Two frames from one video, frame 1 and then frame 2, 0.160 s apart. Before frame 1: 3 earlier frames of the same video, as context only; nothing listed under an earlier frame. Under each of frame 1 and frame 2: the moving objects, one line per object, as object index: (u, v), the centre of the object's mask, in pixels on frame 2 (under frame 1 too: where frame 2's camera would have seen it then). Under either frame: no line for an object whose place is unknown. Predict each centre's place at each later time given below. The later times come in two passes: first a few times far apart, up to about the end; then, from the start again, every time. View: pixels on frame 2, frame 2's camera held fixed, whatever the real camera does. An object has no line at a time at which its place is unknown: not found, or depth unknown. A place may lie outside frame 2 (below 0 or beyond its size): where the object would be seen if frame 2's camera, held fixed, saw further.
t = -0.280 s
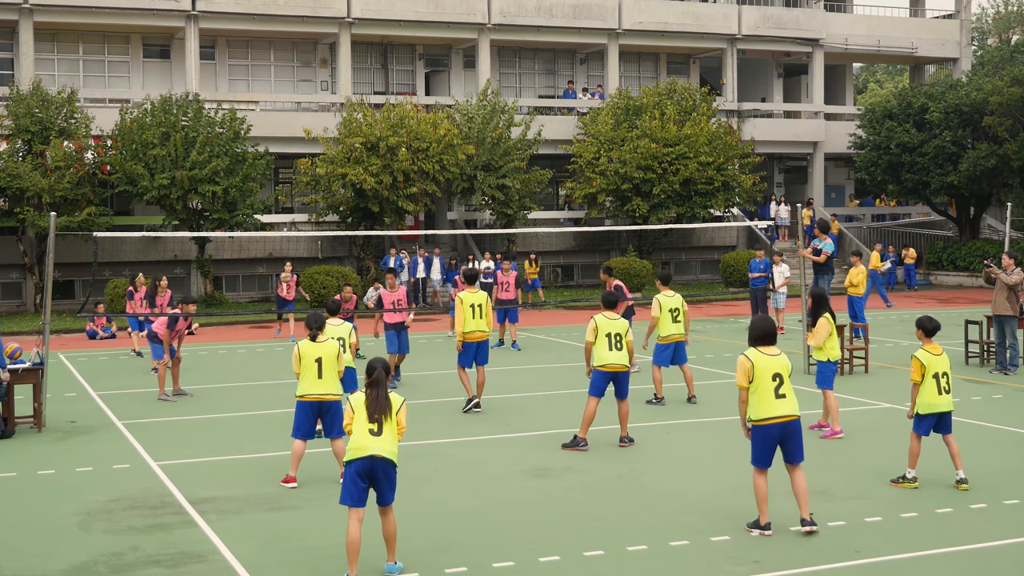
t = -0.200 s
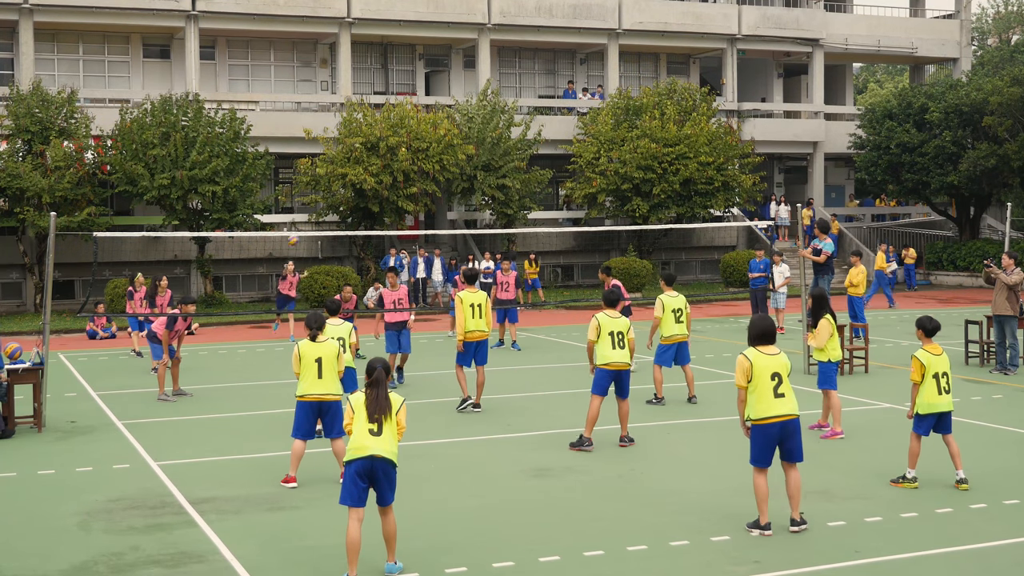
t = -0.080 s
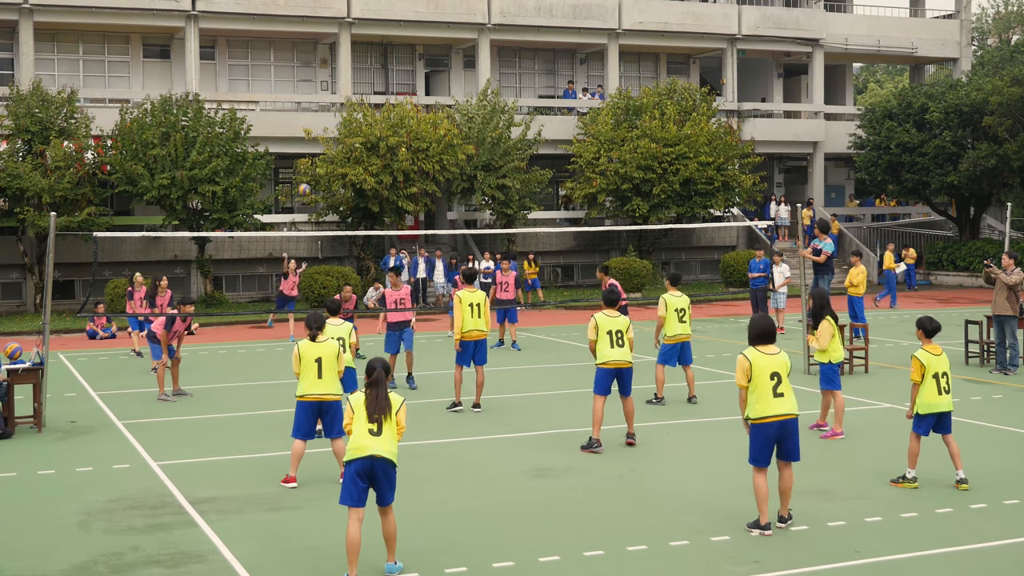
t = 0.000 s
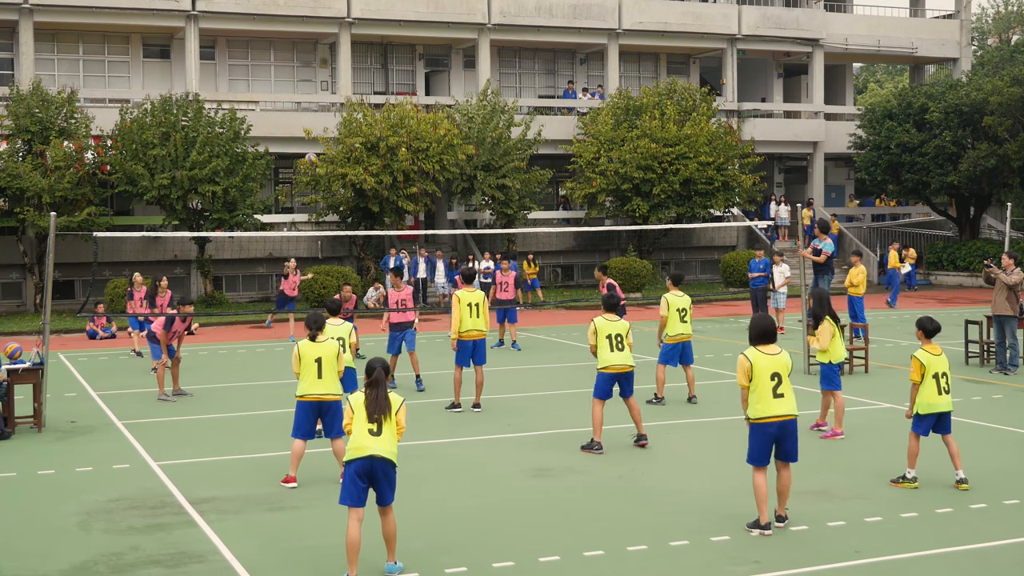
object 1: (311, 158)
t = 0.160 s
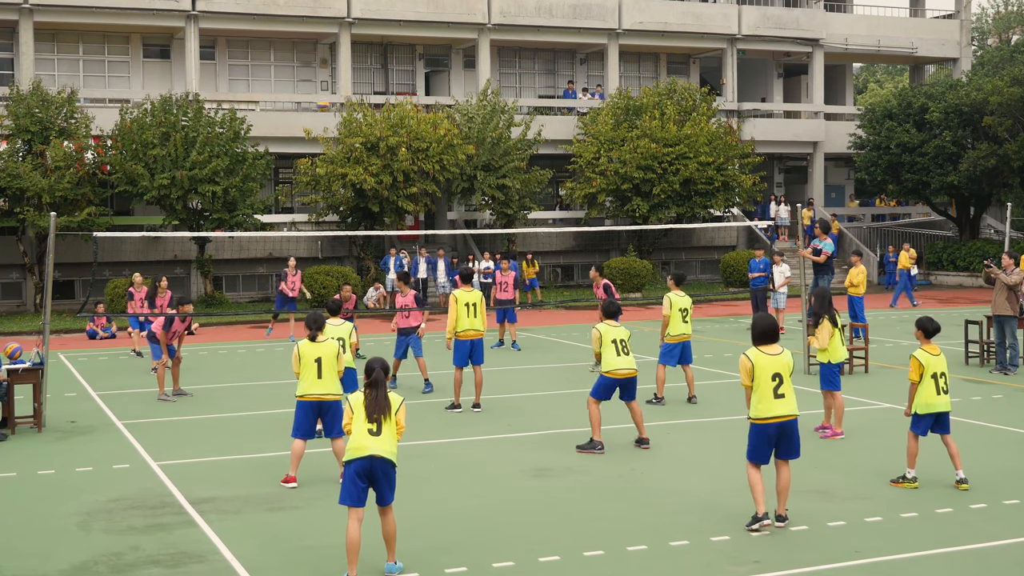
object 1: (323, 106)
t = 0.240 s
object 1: (328, 83)
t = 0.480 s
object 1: (351, 38)
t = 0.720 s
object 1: (374, 32)
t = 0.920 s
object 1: (399, 63)
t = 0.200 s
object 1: (326, 94)
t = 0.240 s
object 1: (328, 83)
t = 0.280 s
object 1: (332, 74)
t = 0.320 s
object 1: (335, 65)
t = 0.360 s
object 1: (339, 57)
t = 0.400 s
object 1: (343, 50)
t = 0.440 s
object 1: (347, 44)
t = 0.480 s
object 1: (351, 38)
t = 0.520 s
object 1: (354, 34)
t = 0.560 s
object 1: (358, 31)
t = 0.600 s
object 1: (361, 29)
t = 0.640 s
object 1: (365, 29)
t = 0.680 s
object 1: (369, 30)
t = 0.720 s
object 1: (374, 32)
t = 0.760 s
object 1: (379, 36)
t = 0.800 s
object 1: (384, 41)
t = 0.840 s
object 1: (389, 47)
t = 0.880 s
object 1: (394, 55)
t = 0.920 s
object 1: (399, 63)
